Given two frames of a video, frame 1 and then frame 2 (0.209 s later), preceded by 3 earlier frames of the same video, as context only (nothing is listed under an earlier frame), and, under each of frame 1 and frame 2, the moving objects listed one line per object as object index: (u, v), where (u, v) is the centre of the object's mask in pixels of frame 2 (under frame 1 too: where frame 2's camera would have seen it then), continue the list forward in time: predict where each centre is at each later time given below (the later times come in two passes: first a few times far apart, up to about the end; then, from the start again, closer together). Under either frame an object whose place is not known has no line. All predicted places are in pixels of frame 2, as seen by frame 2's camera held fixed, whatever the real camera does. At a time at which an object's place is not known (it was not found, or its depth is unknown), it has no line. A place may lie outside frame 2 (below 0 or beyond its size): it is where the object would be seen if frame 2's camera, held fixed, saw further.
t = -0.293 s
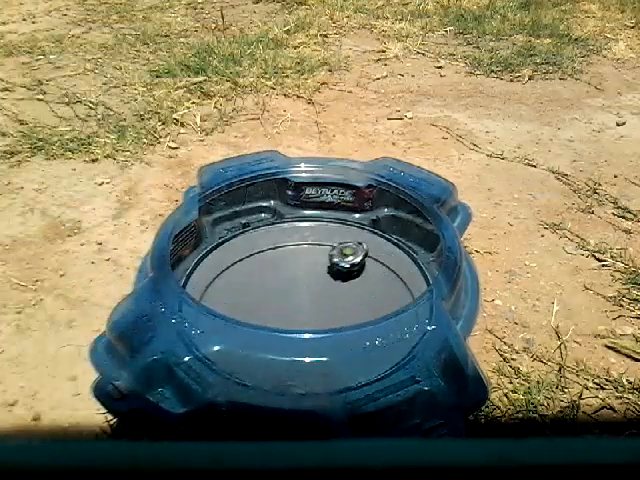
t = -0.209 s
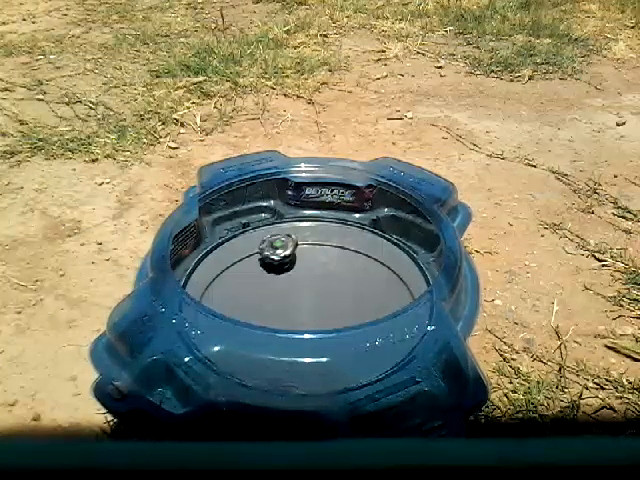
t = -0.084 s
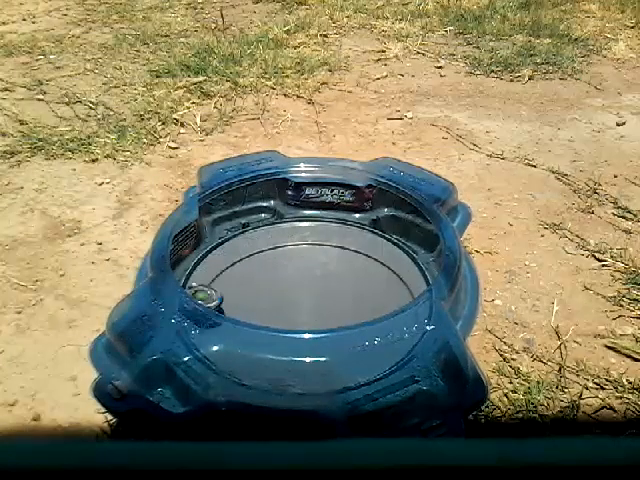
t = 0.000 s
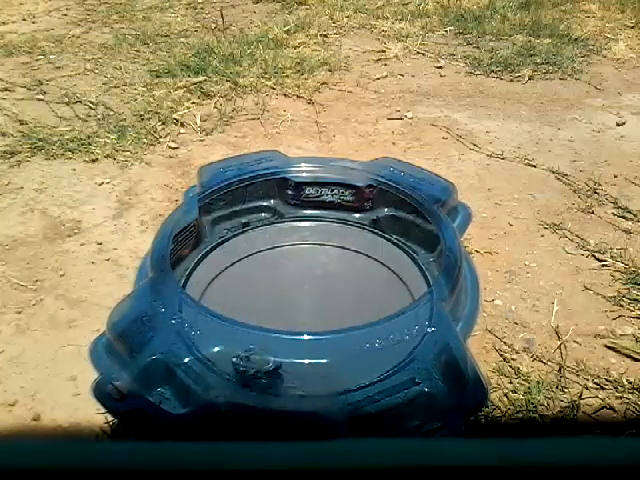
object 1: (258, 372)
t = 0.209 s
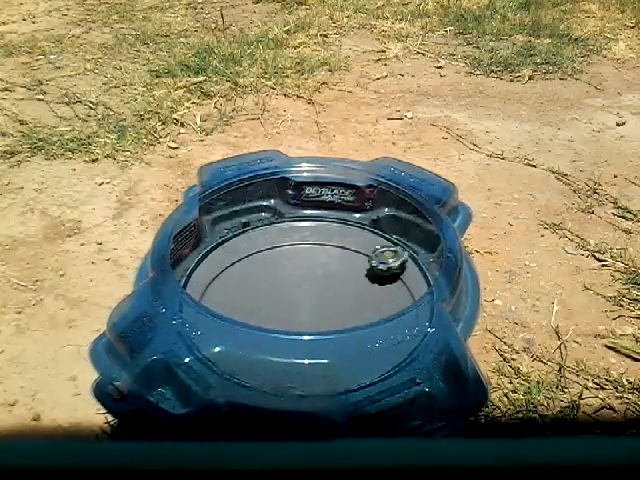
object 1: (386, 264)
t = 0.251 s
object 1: (350, 245)
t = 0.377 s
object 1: (214, 280)
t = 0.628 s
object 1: (403, 301)
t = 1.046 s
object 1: (329, 377)
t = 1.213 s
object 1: (398, 275)
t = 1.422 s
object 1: (216, 278)
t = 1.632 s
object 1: (344, 374)
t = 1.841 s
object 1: (362, 251)
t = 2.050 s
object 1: (205, 294)
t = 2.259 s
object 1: (369, 365)
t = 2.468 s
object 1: (367, 252)
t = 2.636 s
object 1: (233, 261)
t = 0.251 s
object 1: (350, 245)
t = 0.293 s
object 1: (302, 239)
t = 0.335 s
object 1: (252, 251)
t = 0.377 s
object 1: (214, 280)
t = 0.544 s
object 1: (354, 372)
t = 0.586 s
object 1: (394, 355)
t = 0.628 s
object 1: (403, 301)
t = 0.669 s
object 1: (403, 282)
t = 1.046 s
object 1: (329, 377)
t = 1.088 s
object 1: (376, 365)
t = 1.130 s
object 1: (402, 336)
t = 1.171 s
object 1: (404, 297)
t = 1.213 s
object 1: (398, 275)
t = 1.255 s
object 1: (370, 253)
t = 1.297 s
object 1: (330, 242)
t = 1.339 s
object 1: (286, 243)
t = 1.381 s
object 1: (246, 255)
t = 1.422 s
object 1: (216, 278)
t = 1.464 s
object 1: (206, 308)
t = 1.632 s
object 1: (344, 374)
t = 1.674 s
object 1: (383, 360)
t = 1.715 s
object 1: (396, 308)
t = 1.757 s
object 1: (405, 292)
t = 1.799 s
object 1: (391, 270)
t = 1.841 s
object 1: (362, 251)
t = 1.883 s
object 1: (324, 242)
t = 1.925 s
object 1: (285, 243)
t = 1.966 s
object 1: (247, 253)
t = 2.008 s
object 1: (218, 274)
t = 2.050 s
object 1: (205, 294)
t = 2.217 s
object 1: (326, 377)
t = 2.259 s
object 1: (369, 365)
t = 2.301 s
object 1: (396, 348)
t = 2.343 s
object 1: (401, 303)
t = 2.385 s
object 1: (403, 288)
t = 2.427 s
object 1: (390, 268)
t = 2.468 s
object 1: (367, 252)
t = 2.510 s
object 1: (337, 242)
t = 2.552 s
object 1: (302, 240)
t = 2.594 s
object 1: (266, 246)
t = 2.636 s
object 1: (233, 261)
